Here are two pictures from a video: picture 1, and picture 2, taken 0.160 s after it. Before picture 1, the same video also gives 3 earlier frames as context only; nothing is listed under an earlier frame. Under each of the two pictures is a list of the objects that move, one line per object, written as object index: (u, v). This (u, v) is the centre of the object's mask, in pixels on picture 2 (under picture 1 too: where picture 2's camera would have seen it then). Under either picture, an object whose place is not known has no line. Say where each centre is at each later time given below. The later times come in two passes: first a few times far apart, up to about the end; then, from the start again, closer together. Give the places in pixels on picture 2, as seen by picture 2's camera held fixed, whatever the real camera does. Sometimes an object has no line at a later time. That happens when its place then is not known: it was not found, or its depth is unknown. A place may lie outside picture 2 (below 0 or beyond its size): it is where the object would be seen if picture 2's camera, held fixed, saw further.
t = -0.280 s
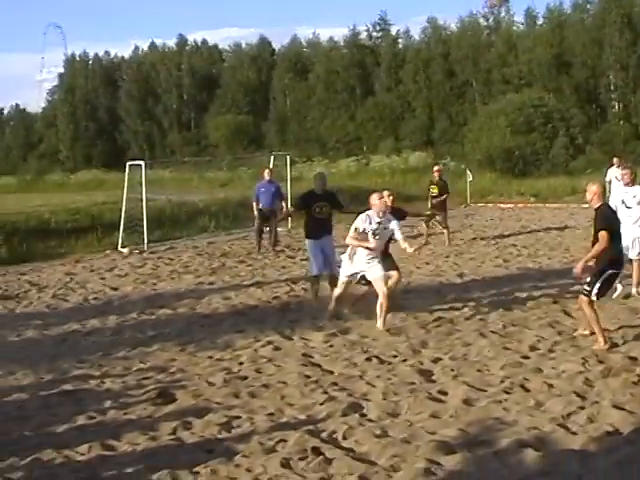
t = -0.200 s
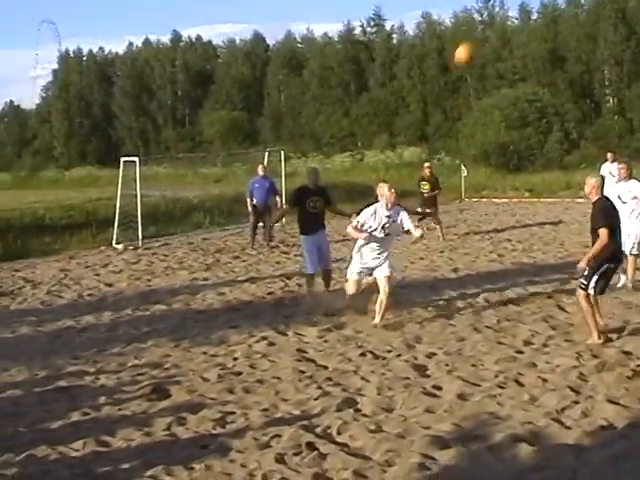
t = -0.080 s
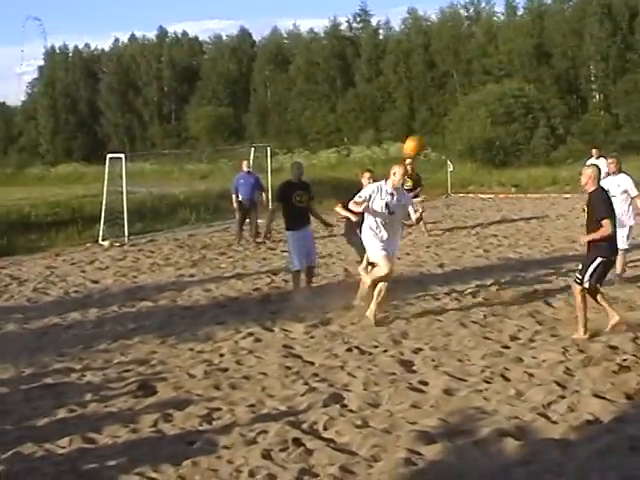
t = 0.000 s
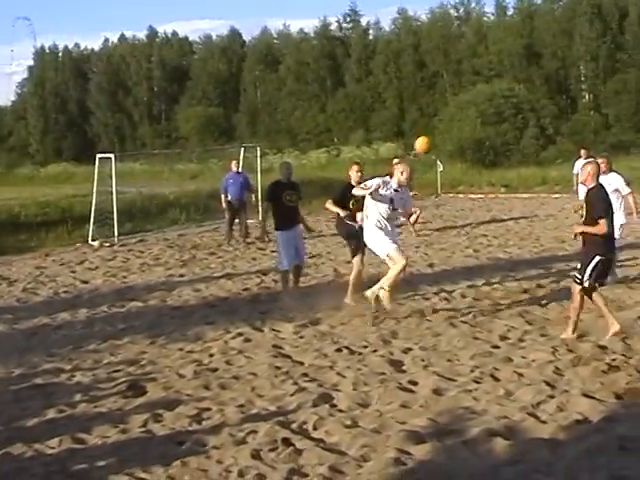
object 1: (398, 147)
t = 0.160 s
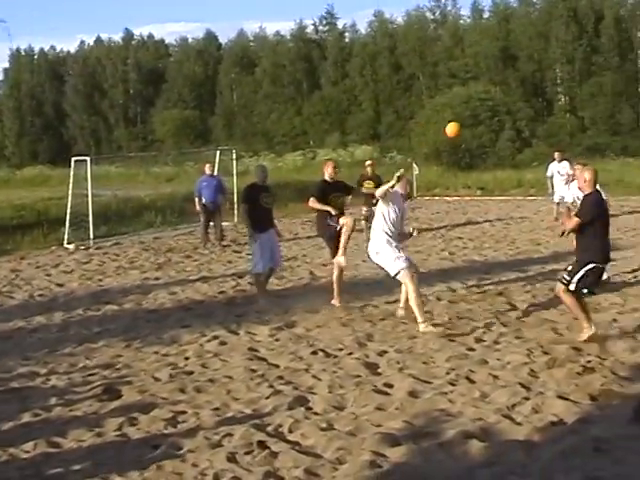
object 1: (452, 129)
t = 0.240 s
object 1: (474, 130)
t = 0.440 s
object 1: (520, 151)
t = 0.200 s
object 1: (463, 129)
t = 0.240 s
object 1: (474, 130)
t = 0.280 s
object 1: (485, 132)
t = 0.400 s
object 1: (512, 145)
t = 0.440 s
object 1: (520, 151)
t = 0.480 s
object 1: (527, 158)
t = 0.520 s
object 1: (535, 166)
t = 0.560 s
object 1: (544, 175)
